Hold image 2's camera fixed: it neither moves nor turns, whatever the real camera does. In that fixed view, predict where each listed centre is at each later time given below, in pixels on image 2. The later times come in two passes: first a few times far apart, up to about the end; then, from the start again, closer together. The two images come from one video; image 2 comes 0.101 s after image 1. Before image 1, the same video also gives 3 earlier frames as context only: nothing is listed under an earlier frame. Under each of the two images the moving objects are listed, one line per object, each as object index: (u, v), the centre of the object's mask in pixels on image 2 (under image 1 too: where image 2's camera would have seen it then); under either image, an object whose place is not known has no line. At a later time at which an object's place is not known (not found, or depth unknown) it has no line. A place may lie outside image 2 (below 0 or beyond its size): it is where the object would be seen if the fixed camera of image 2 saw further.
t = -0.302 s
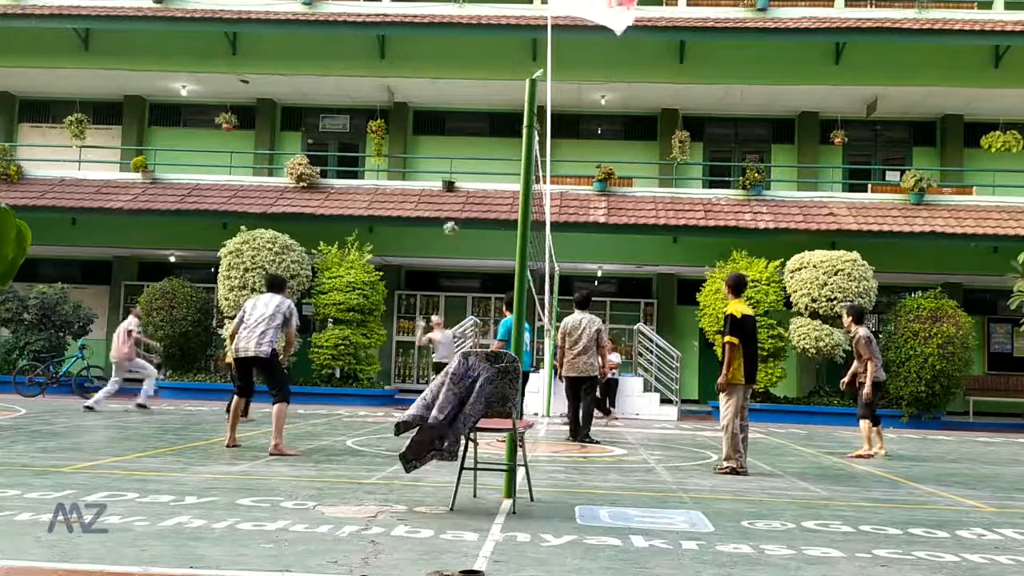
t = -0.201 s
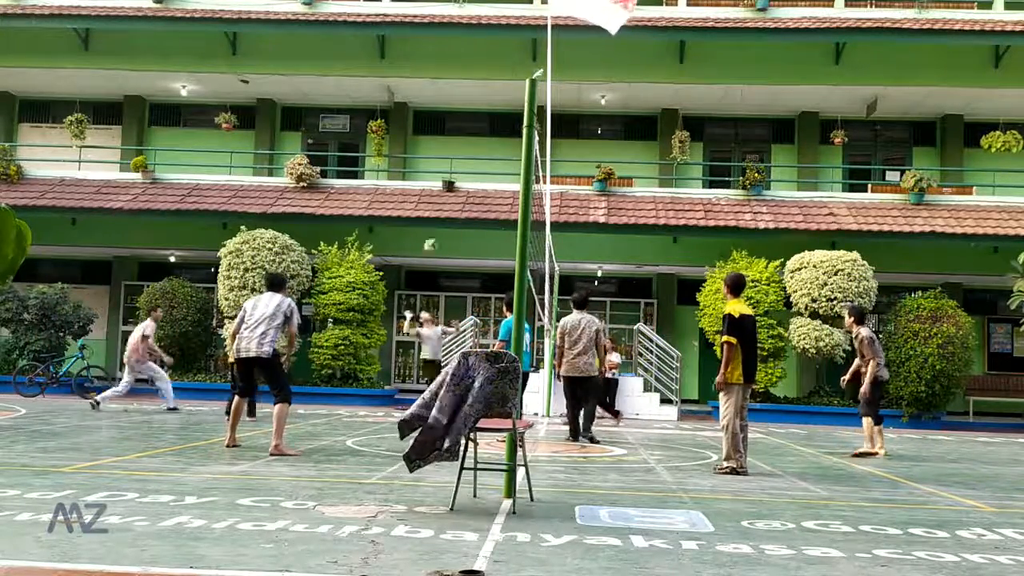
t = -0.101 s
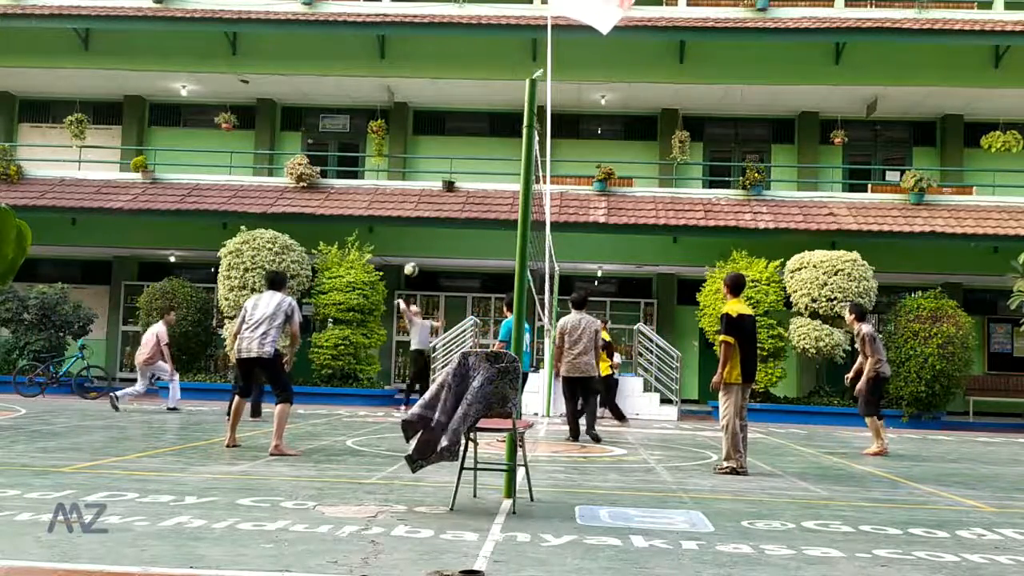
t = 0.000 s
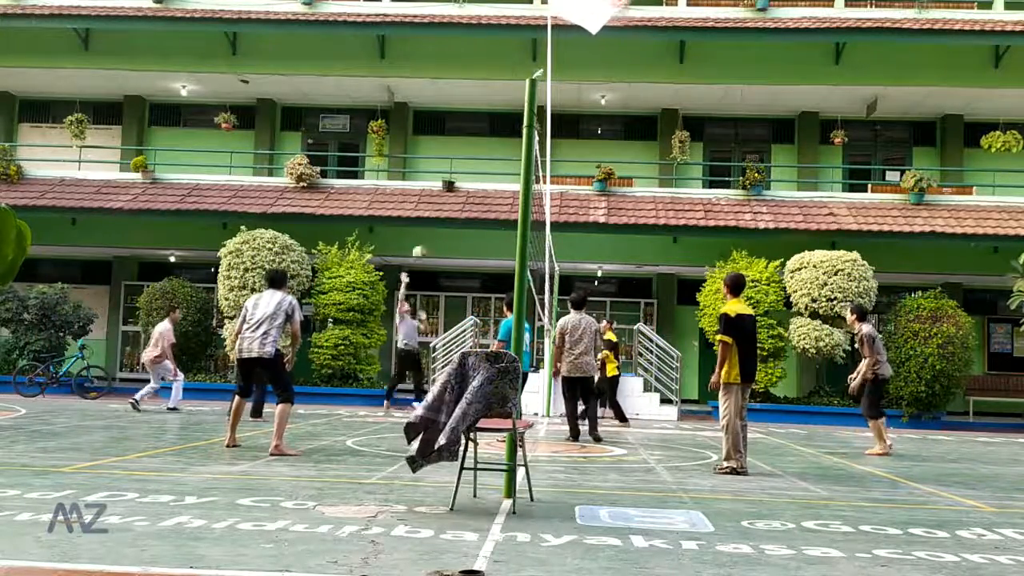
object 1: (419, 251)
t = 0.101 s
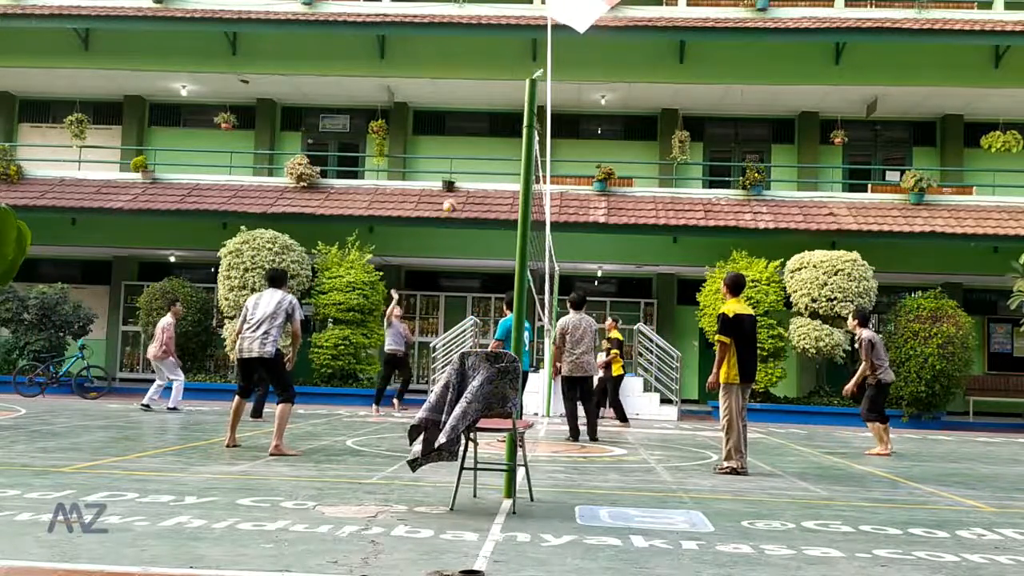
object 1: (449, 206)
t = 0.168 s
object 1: (470, 177)
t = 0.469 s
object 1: (563, 79)
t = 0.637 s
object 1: (617, 47)
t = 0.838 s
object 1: (684, 31)
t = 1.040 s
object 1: (757, 45)
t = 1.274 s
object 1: (846, 106)
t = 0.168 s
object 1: (470, 177)
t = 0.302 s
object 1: (511, 127)
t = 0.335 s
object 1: (518, 116)
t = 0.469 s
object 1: (563, 79)
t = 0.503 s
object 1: (575, 70)
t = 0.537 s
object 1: (584, 63)
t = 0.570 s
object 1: (596, 57)
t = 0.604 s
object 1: (606, 51)
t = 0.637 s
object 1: (617, 47)
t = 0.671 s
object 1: (629, 42)
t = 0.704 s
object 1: (639, 38)
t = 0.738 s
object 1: (650, 36)
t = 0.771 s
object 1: (661, 33)
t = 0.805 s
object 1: (674, 31)
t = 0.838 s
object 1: (684, 31)
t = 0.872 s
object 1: (697, 31)
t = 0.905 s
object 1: (707, 32)
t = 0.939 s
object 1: (720, 35)
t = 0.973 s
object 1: (733, 37)
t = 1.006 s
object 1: (745, 41)
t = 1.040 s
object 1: (757, 45)
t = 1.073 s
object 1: (769, 51)
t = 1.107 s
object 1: (781, 57)
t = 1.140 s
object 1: (794, 66)
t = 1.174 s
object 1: (807, 74)
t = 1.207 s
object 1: (820, 84)
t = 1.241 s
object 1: (832, 94)
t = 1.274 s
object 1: (846, 106)
